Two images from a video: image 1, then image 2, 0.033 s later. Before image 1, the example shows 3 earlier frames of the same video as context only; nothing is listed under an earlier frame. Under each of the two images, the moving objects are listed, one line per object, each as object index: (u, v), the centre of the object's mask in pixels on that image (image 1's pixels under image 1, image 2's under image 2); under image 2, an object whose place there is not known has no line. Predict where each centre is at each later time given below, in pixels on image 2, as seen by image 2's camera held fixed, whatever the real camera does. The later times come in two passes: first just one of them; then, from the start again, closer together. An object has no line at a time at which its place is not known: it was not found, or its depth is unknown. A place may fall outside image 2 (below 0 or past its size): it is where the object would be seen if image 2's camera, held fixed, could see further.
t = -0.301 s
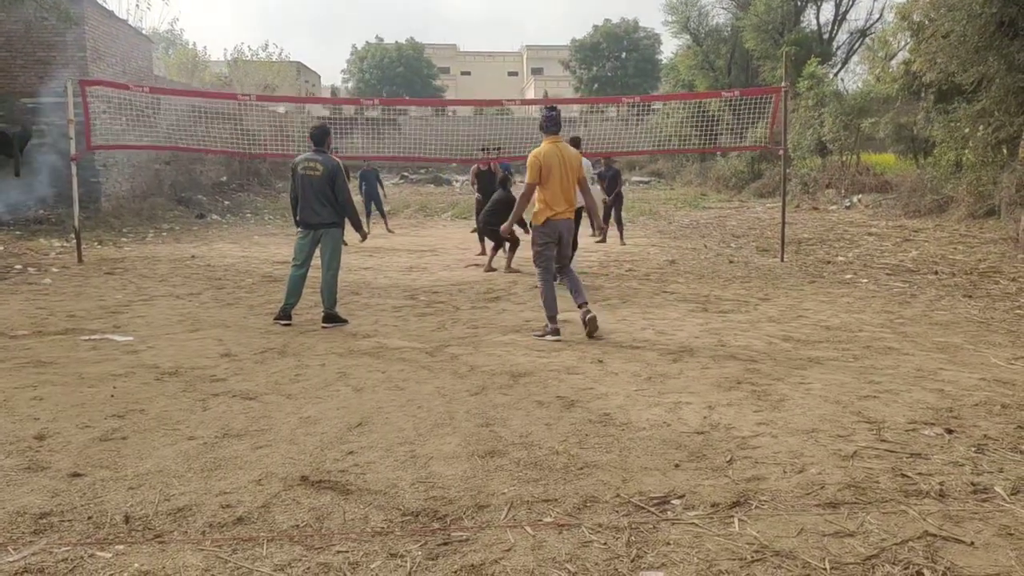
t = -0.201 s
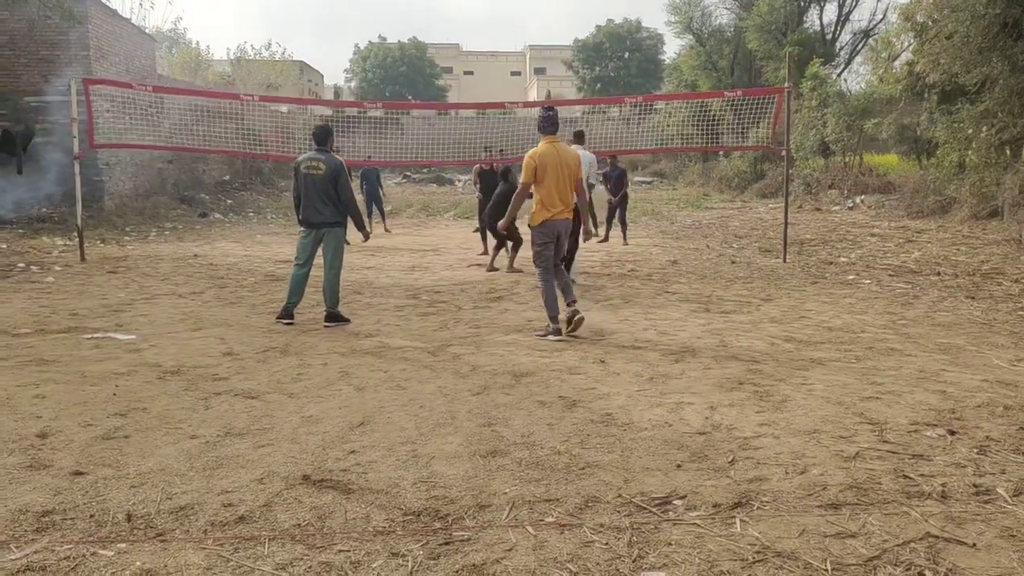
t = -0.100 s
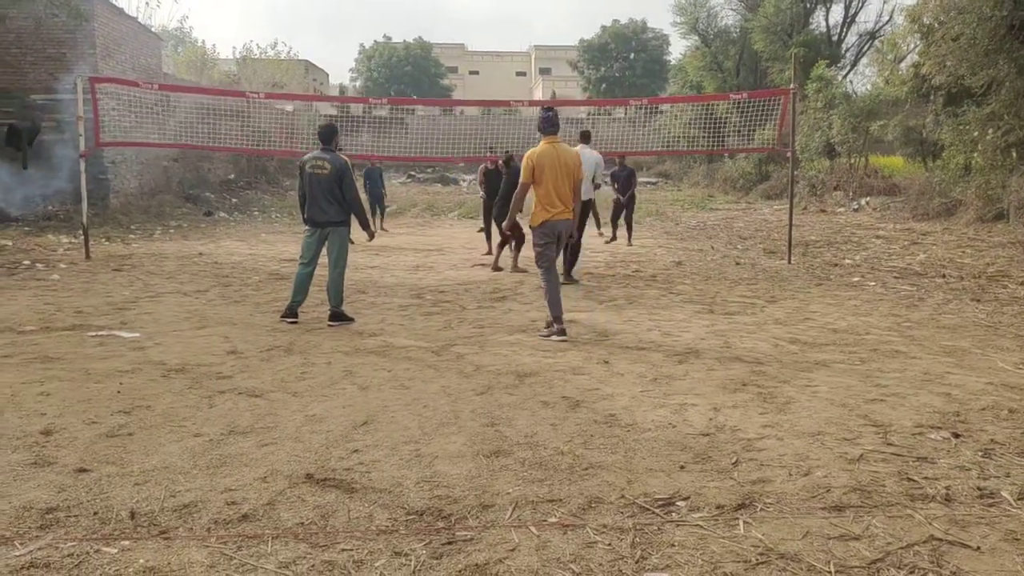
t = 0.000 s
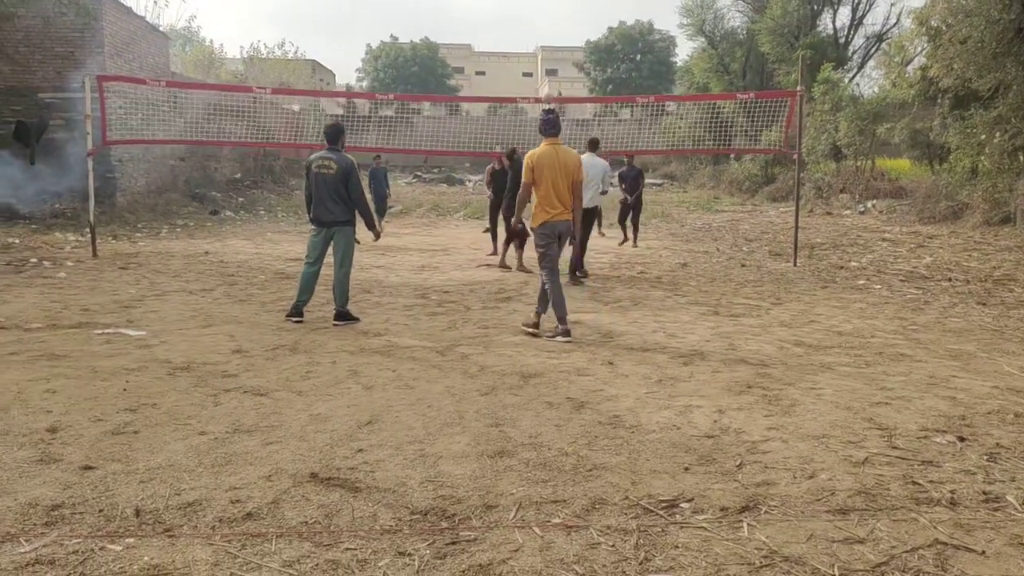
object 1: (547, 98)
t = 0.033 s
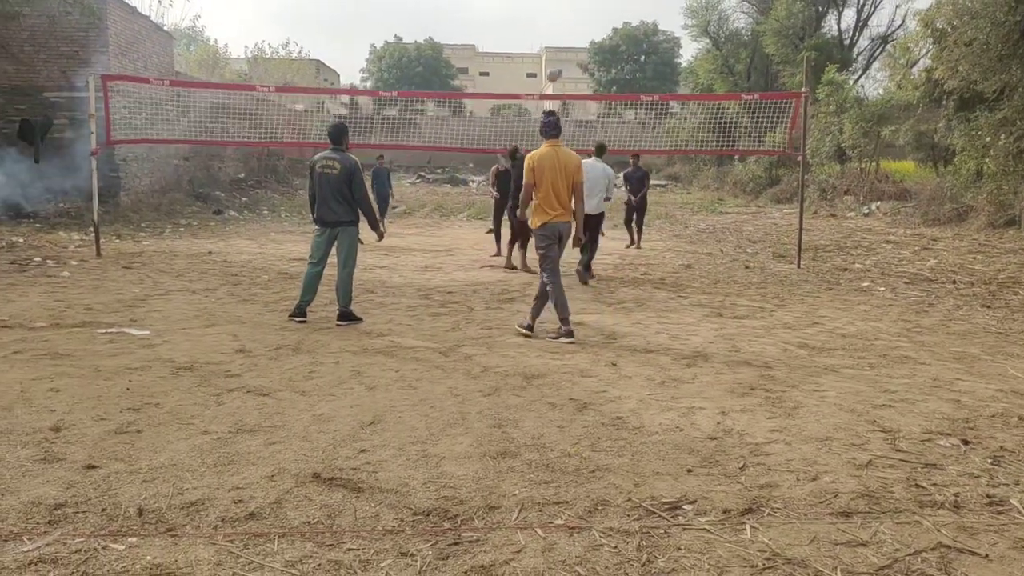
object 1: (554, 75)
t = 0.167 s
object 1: (553, 37)
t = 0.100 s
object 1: (552, 55)
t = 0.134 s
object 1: (553, 46)
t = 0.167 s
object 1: (553, 37)
